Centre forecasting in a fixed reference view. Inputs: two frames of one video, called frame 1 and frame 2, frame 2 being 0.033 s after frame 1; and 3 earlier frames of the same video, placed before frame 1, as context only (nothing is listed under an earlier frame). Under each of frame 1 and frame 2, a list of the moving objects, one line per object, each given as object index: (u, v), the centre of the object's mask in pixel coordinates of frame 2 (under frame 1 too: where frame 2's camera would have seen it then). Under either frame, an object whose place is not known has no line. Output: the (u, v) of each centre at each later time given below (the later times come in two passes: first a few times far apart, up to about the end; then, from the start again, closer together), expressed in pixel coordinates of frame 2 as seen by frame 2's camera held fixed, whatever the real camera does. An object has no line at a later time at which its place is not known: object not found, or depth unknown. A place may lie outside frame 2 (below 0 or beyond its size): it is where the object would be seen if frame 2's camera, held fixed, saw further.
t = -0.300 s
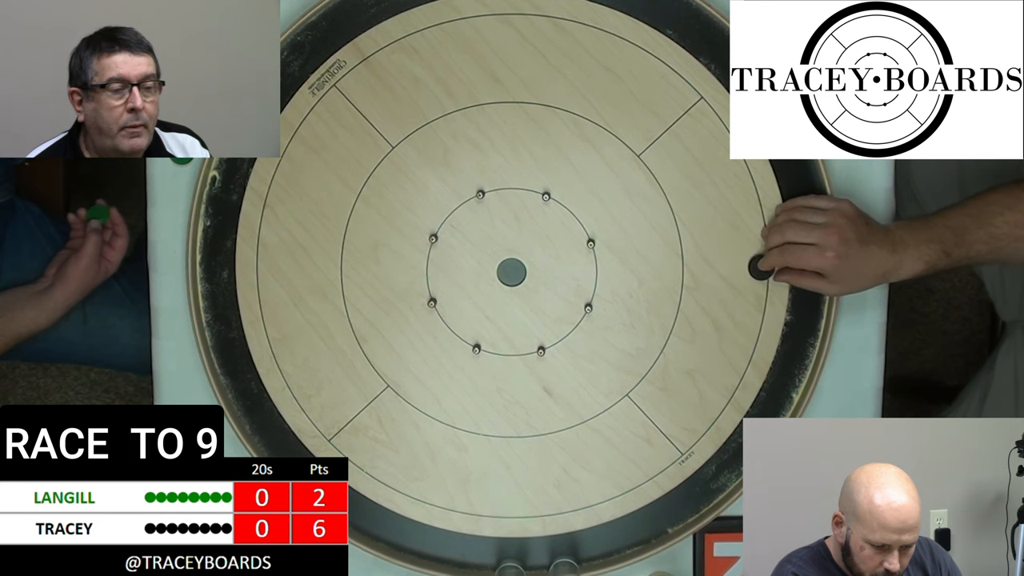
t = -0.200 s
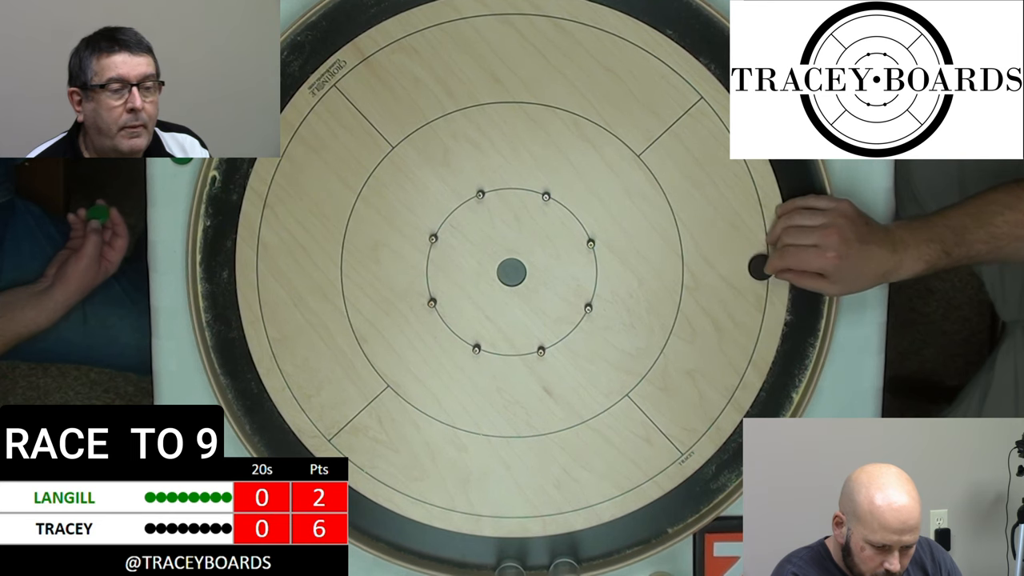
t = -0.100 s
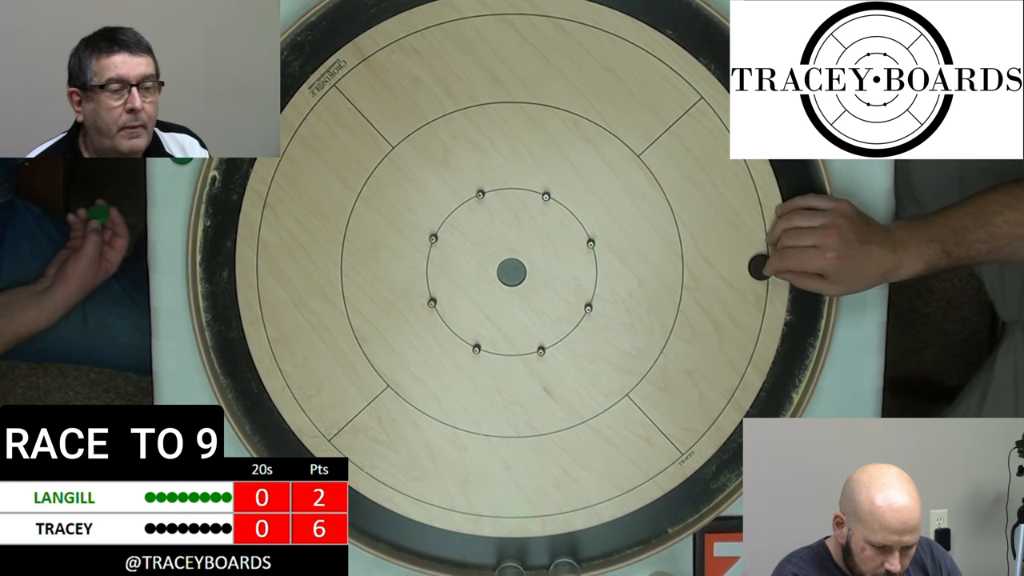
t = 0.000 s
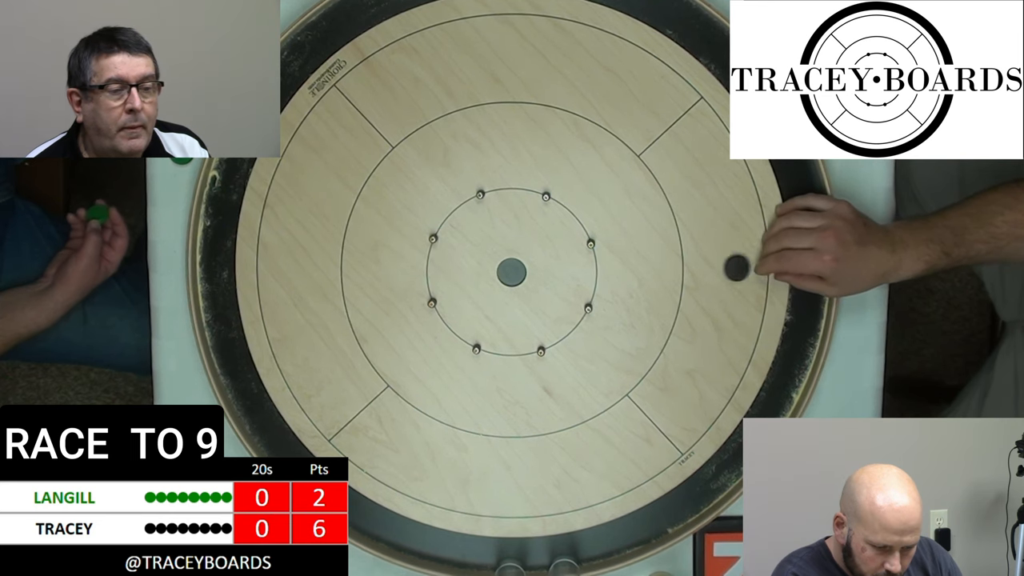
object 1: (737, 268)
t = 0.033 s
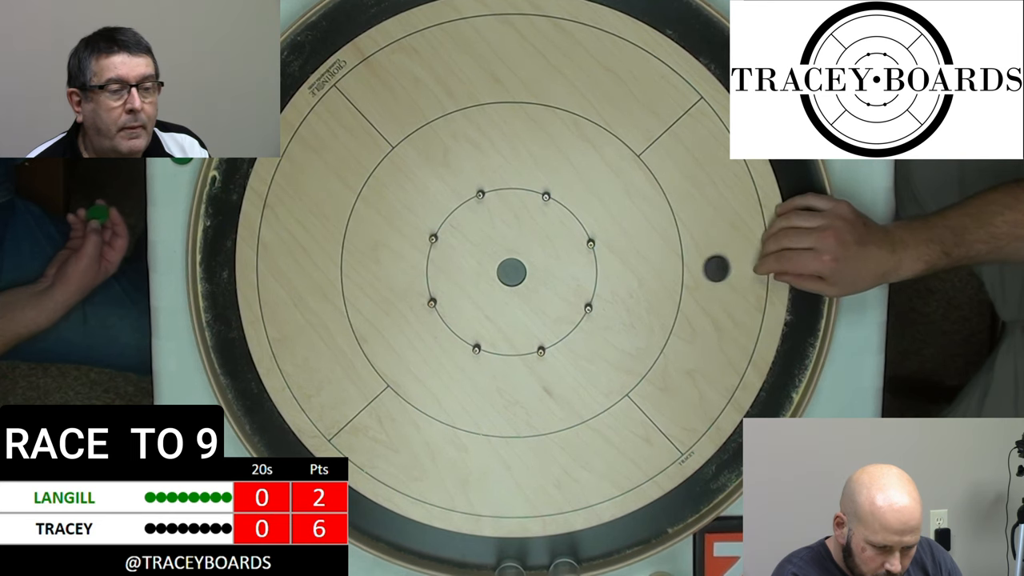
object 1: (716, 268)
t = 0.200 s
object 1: (619, 270)
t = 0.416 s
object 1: (510, 271)
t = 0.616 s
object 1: (489, 289)
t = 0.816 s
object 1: (478, 299)
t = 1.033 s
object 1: (475, 301)
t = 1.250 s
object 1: (475, 301)
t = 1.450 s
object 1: (475, 301)
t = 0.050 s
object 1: (706, 269)
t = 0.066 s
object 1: (696, 269)
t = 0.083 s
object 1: (686, 269)
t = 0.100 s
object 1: (676, 269)
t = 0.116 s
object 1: (666, 269)
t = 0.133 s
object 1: (656, 270)
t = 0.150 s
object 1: (647, 270)
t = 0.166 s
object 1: (637, 270)
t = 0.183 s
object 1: (628, 270)
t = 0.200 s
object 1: (619, 270)
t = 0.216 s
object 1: (610, 270)
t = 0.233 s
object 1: (600, 270)
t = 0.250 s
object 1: (591, 270)
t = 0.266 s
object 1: (582, 270)
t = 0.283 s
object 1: (573, 270)
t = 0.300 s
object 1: (565, 270)
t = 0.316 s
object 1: (556, 270)
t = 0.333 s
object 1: (548, 270)
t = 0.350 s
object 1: (540, 270)
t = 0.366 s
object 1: (532, 270)
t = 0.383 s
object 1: (525, 270)
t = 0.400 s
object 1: (518, 269)
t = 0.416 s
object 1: (510, 271)
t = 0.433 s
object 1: (507, 271)
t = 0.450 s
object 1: (504, 273)
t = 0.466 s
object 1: (502, 275)
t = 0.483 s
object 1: (500, 277)
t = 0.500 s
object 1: (498, 279)
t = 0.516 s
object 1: (497, 281)
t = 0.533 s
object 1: (495, 282)
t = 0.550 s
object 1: (494, 284)
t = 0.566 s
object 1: (493, 285)
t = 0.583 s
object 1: (491, 287)
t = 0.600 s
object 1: (490, 288)
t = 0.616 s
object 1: (489, 289)
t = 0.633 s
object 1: (488, 290)
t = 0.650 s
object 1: (487, 291)
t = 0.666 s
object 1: (486, 292)
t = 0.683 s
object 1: (485, 293)
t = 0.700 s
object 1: (484, 294)
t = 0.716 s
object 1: (483, 295)
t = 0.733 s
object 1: (482, 295)
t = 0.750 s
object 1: (481, 296)
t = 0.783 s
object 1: (479, 297)
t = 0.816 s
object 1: (478, 299)
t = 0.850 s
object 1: (476, 299)
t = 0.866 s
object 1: (476, 300)
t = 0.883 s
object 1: (475, 300)
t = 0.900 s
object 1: (475, 300)
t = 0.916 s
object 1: (475, 300)
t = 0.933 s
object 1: (475, 300)
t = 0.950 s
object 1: (475, 300)
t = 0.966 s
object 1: (475, 300)
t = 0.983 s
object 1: (475, 301)
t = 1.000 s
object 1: (475, 300)
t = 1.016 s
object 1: (475, 301)
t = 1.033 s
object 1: (475, 301)
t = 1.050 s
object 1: (475, 301)
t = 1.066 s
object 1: (475, 301)
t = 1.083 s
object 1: (475, 301)
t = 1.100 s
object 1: (475, 301)
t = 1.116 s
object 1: (475, 301)
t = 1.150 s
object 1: (475, 301)
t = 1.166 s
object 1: (475, 301)
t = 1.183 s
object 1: (475, 301)
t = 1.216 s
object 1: (475, 301)
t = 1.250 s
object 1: (475, 301)
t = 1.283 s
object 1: (475, 301)
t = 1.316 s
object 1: (475, 301)
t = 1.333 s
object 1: (475, 301)
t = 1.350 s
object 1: (475, 301)
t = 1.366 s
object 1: (475, 301)
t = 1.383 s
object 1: (475, 301)
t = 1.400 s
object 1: (475, 301)
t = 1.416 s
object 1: (475, 301)
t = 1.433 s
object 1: (475, 301)
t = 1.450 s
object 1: (475, 301)
